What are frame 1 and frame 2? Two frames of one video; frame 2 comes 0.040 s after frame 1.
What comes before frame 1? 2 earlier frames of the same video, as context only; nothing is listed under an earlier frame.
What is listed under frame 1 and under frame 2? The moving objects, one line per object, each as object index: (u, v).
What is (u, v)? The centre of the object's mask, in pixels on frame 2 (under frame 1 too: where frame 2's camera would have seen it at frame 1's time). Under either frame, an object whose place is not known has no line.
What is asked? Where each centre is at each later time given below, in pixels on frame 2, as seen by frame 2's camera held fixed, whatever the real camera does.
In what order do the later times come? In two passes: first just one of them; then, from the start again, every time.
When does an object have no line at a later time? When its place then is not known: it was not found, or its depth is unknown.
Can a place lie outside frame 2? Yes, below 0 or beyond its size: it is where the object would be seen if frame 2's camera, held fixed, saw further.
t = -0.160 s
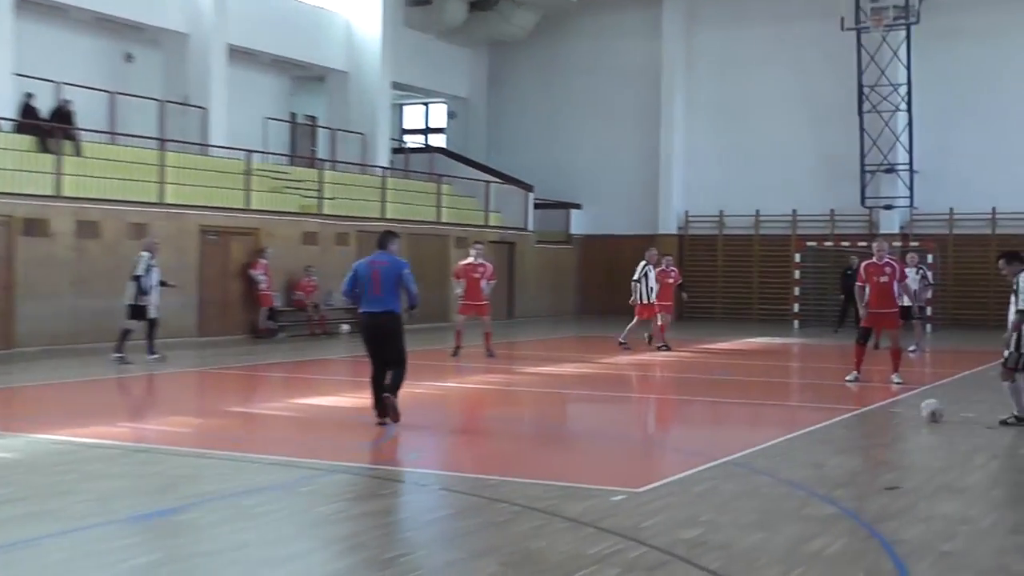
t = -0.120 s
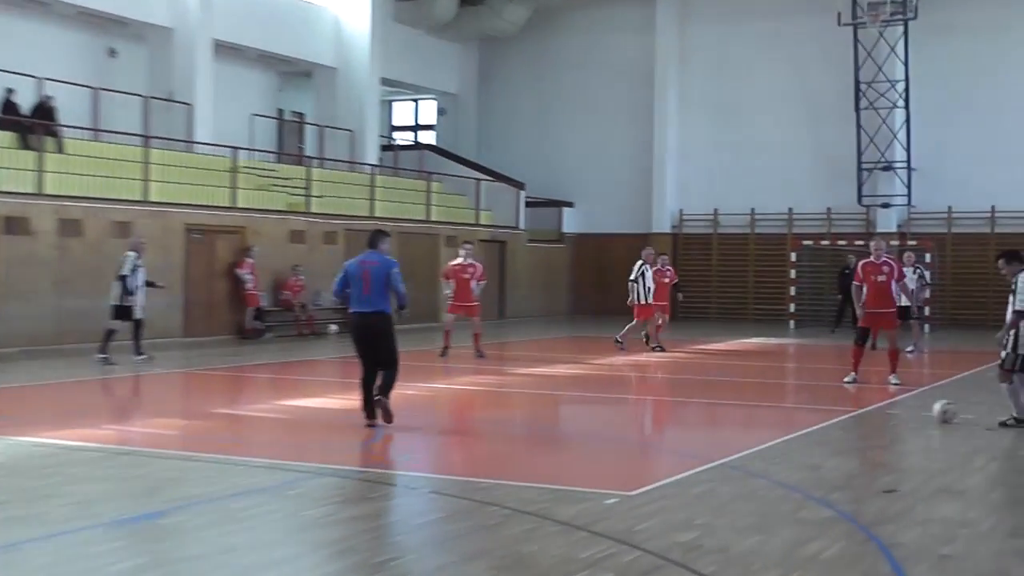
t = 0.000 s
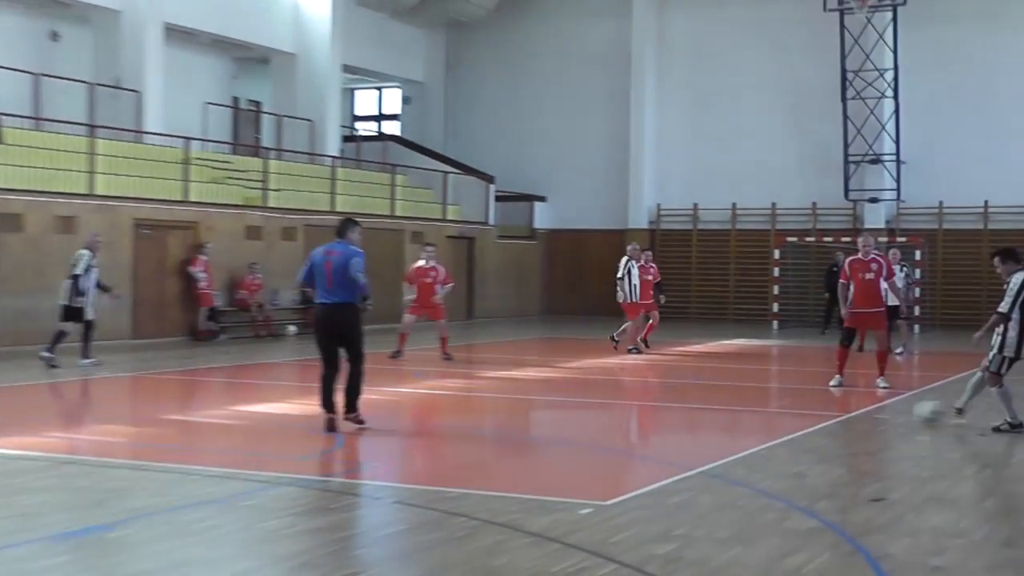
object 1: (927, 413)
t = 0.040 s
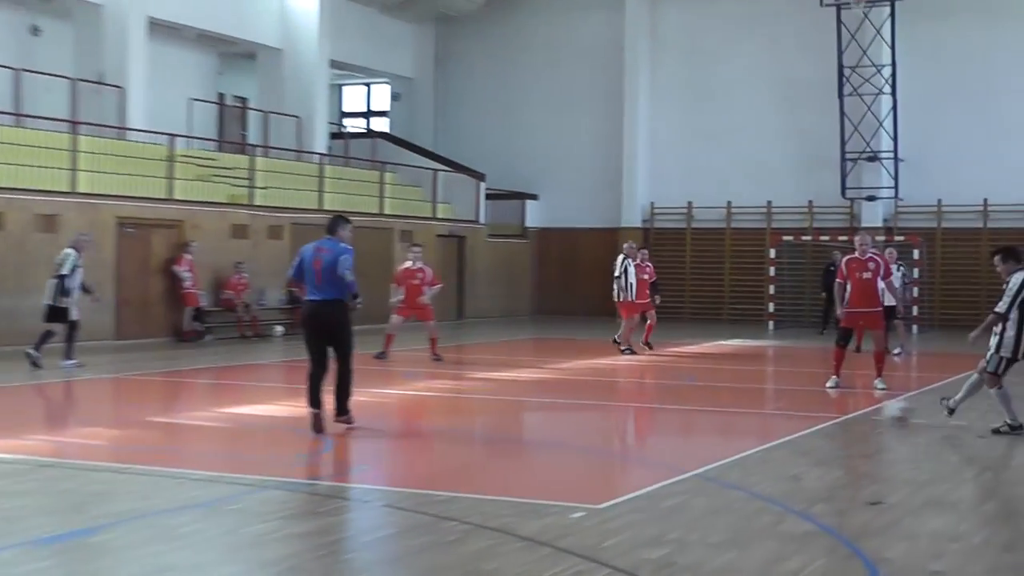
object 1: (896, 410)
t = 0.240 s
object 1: (771, 406)
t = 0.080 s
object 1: (869, 412)
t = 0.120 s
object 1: (843, 410)
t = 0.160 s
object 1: (818, 407)
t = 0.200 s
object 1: (795, 406)
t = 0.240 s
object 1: (771, 406)
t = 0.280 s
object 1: (750, 404)
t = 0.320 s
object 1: (727, 406)
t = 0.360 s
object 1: (706, 406)
